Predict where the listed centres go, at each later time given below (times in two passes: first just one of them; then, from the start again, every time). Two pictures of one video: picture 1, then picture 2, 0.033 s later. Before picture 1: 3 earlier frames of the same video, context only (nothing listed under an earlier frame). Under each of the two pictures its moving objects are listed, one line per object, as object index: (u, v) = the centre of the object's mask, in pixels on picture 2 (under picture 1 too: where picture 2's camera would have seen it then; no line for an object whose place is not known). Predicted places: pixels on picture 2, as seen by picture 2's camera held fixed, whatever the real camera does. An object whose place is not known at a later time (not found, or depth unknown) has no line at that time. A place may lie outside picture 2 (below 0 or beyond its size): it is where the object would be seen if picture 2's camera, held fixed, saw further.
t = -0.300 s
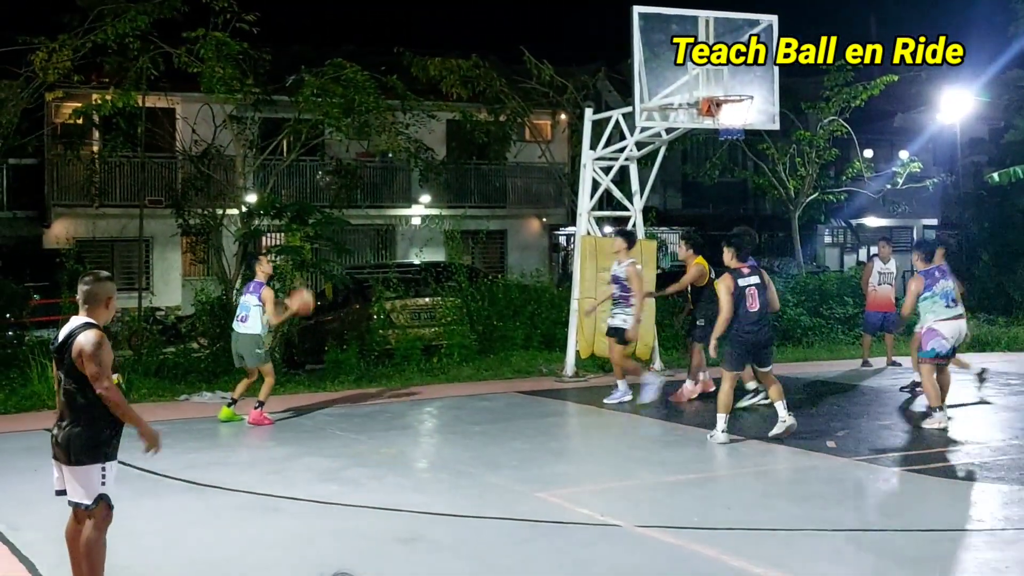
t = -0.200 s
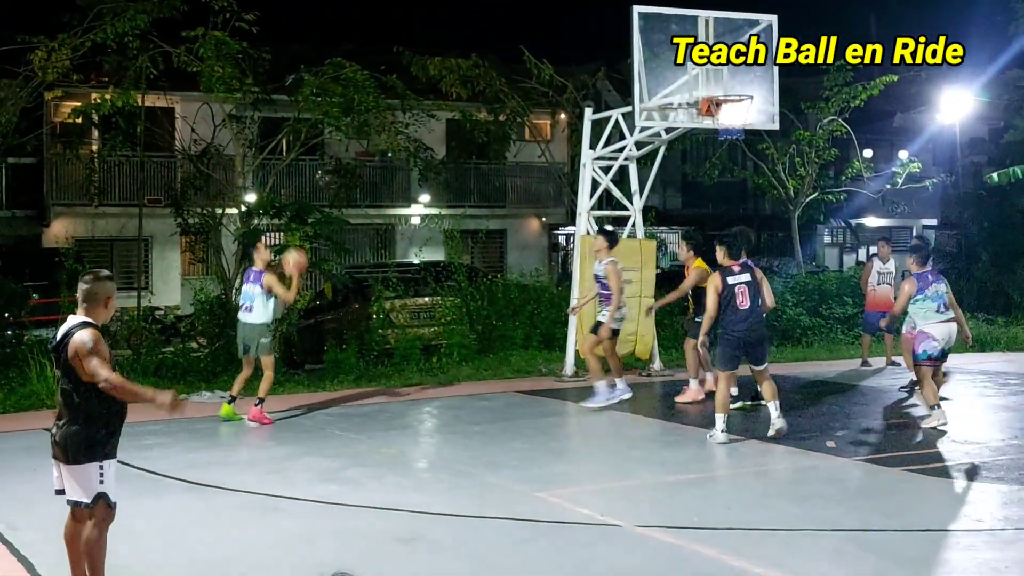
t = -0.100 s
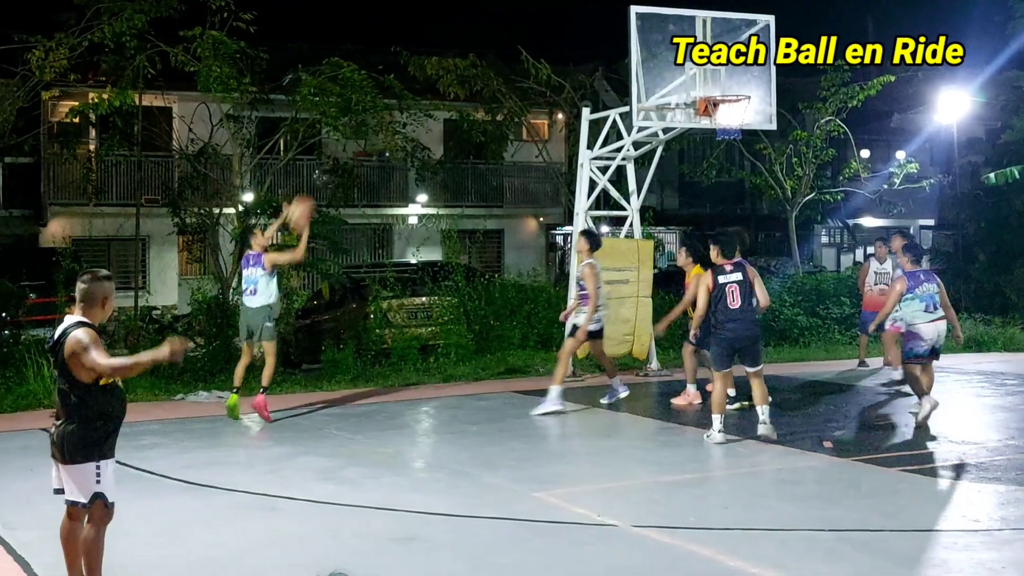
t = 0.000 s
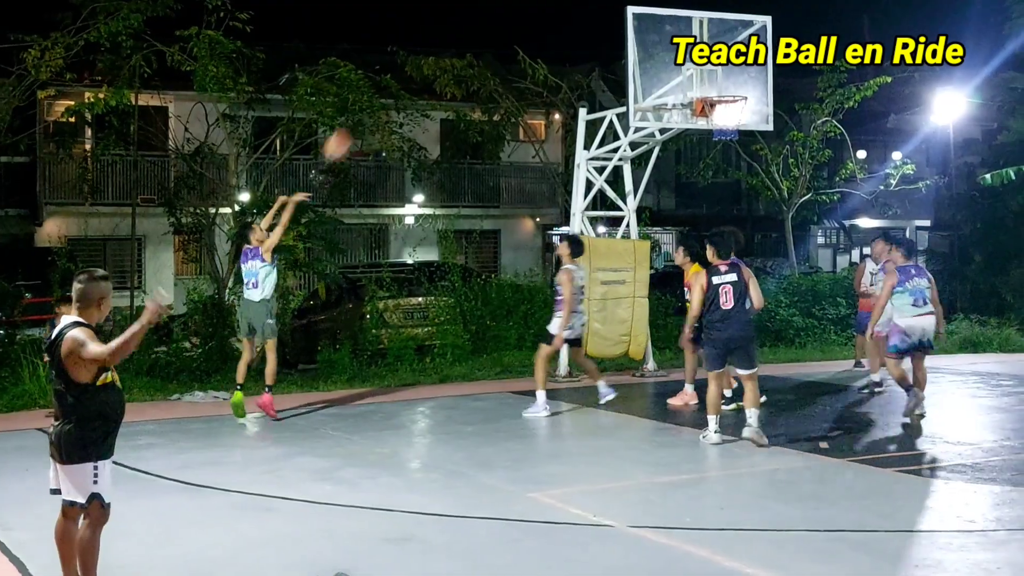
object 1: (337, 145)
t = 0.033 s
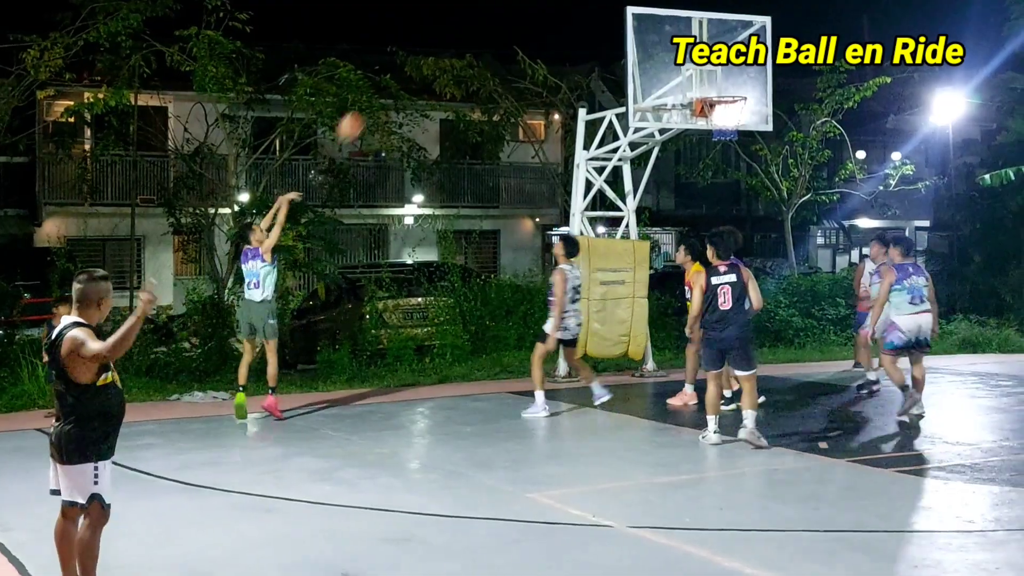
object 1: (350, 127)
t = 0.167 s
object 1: (404, 63)
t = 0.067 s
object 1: (364, 109)
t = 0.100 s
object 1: (378, 93)
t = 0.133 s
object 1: (391, 78)
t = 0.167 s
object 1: (404, 63)
